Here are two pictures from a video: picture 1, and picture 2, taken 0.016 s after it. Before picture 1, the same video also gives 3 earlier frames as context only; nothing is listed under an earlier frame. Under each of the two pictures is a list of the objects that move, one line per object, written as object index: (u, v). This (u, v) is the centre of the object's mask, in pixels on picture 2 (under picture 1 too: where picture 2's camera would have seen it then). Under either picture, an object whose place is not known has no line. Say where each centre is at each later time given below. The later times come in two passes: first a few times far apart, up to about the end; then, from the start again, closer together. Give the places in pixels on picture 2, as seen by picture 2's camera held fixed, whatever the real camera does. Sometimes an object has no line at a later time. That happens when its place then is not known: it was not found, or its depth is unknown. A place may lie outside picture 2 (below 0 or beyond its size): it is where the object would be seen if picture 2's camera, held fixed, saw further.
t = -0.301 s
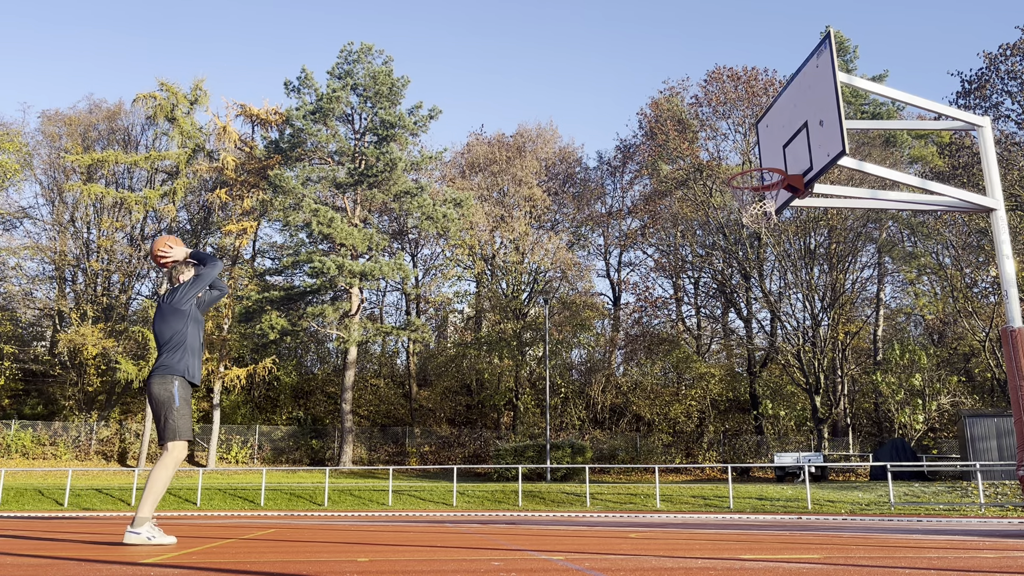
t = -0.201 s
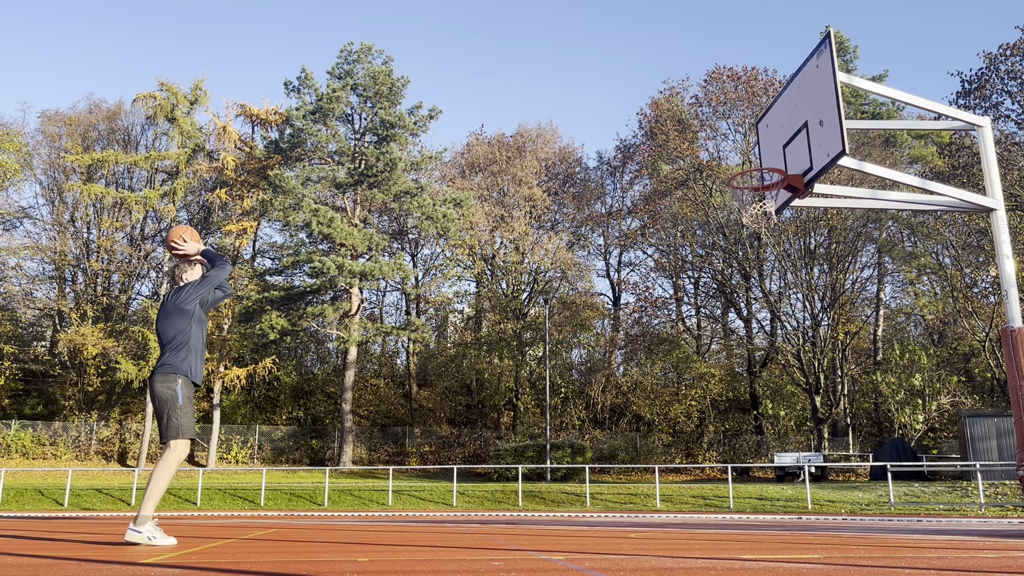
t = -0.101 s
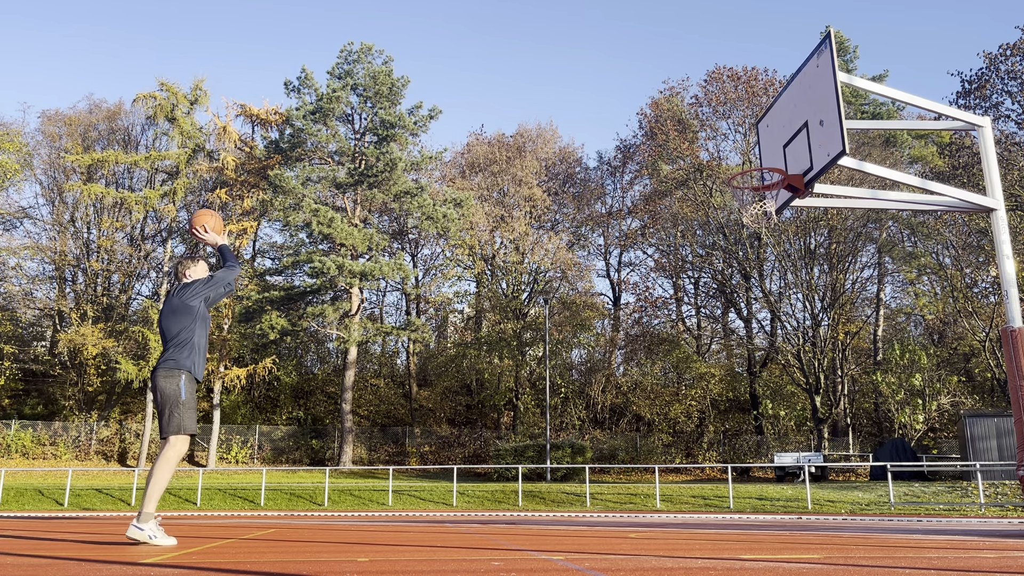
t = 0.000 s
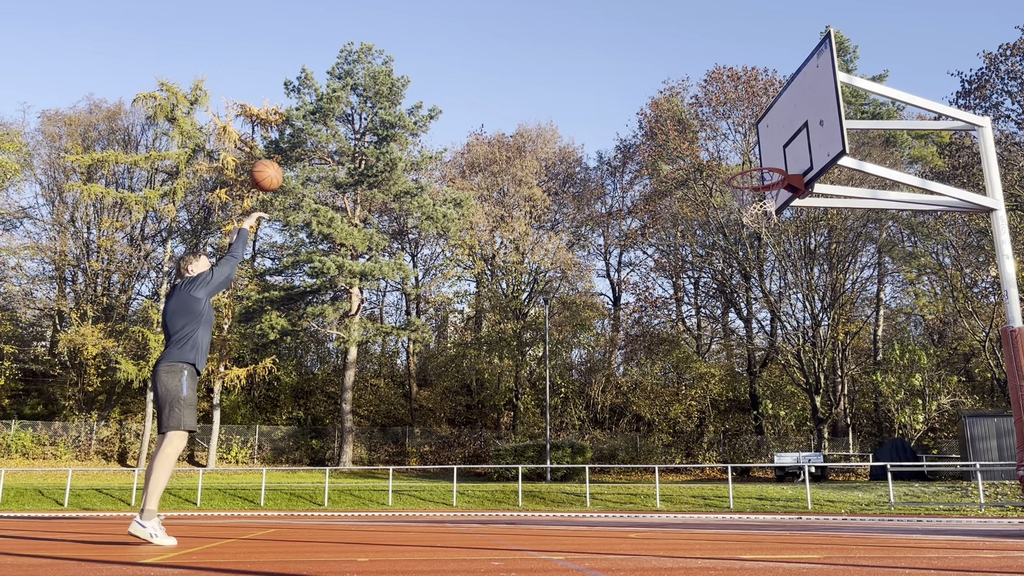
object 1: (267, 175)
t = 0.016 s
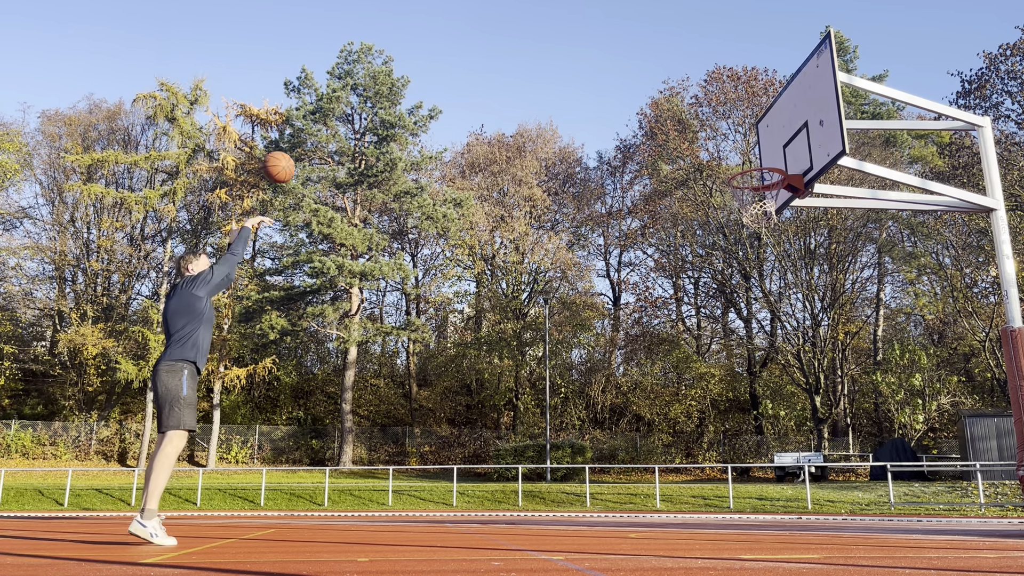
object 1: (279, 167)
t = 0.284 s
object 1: (459, 87)
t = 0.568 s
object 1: (621, 94)
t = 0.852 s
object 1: (768, 180)
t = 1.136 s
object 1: (738, 203)
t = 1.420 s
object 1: (758, 252)
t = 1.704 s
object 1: (791, 399)
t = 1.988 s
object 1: (814, 456)
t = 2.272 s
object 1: (826, 382)
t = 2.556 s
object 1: (844, 405)
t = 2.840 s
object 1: (871, 521)
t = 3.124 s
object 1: (877, 451)
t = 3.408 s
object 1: (894, 479)
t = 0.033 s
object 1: (291, 159)
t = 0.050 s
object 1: (303, 151)
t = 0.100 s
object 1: (339, 131)
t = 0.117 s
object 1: (350, 126)
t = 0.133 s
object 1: (362, 120)
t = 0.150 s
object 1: (374, 115)
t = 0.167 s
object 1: (385, 110)
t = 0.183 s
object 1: (395, 106)
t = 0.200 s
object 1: (407, 102)
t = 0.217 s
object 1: (417, 98)
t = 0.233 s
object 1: (428, 95)
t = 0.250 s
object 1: (438, 92)
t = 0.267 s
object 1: (448, 89)
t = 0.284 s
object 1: (459, 87)
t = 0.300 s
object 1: (469, 85)
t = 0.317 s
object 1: (479, 83)
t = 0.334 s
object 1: (489, 82)
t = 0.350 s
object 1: (499, 81)
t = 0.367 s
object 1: (509, 80)
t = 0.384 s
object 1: (519, 80)
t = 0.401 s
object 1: (528, 79)
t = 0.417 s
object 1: (538, 80)
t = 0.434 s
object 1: (547, 80)
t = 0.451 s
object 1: (557, 81)
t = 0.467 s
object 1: (566, 82)
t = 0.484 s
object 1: (576, 83)
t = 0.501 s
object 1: (585, 84)
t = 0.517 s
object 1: (594, 86)
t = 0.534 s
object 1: (603, 88)
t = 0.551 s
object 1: (612, 91)
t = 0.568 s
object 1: (621, 94)
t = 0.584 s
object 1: (630, 96)
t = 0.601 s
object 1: (639, 100)
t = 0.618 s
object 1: (649, 103)
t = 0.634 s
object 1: (657, 107)
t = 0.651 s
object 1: (666, 111)
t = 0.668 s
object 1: (675, 115)
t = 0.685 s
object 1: (684, 120)
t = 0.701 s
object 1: (692, 125)
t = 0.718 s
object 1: (701, 129)
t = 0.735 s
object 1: (710, 135)
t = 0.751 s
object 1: (718, 141)
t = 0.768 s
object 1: (727, 147)
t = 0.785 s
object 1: (736, 153)
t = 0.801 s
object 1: (744, 158)
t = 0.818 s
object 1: (752, 162)
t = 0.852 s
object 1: (768, 180)
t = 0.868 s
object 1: (761, 182)
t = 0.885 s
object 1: (758, 188)
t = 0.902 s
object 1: (753, 191)
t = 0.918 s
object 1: (741, 198)
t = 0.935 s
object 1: (748, 210)
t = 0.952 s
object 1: (742, 210)
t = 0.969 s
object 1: (740, 208)
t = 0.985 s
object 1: (740, 206)
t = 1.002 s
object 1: (739, 204)
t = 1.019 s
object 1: (739, 203)
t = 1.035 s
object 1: (739, 202)
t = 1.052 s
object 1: (738, 202)
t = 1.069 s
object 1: (738, 201)
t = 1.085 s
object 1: (738, 202)
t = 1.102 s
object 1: (737, 202)
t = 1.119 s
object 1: (737, 202)
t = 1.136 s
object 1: (738, 203)
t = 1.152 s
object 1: (738, 204)
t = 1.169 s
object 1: (738, 205)
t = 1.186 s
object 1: (739, 206)
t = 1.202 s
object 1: (739, 207)
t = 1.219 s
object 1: (741, 209)
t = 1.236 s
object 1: (743, 211)
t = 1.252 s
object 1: (743, 213)
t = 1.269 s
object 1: (745, 215)
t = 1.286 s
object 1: (747, 216)
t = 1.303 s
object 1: (747, 220)
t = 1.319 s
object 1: (748, 223)
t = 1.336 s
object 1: (750, 227)
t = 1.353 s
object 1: (752, 231)
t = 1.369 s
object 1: (753, 236)
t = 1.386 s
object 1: (755, 241)
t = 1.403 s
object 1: (756, 247)
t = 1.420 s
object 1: (758, 252)
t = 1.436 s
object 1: (759, 258)
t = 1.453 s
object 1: (761, 264)
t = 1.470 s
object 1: (763, 270)
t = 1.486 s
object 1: (765, 278)
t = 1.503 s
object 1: (766, 285)
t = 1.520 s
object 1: (769, 292)
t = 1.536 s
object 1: (770, 300)
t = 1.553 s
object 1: (772, 309)
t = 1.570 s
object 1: (774, 317)
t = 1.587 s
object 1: (776, 326)
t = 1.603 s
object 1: (778, 335)
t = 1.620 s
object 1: (780, 345)
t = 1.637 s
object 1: (782, 355)
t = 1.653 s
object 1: (783, 365)
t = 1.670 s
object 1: (786, 376)
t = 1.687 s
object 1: (789, 387)
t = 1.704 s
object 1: (791, 399)
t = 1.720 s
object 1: (793, 411)
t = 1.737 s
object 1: (795, 423)
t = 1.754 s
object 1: (798, 436)
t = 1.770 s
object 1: (800, 449)
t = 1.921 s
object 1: (812, 488)
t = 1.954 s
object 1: (813, 471)
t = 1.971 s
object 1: (813, 464)
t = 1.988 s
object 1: (814, 456)
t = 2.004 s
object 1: (814, 449)
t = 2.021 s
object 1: (815, 442)
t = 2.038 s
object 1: (815, 436)
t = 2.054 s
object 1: (816, 429)
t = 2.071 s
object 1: (817, 424)
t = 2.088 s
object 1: (817, 419)
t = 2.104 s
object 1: (817, 414)
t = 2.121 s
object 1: (818, 409)
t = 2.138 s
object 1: (819, 405)
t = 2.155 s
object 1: (820, 401)
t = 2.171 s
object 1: (820, 397)
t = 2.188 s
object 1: (821, 394)
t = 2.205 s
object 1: (822, 391)
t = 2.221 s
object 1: (822, 388)
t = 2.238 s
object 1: (823, 386)
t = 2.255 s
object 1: (825, 384)
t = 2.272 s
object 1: (826, 382)
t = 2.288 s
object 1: (826, 382)
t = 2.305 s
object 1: (827, 381)
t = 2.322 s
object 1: (828, 380)
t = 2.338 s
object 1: (829, 380)
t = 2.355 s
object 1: (830, 380)
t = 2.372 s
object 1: (831, 380)
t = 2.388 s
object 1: (832, 381)
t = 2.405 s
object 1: (833, 382)
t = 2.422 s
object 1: (834, 383)
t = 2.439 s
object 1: (835, 384)
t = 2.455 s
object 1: (836, 386)
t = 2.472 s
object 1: (838, 389)
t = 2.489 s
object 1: (839, 391)
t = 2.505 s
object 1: (840, 394)
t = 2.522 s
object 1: (842, 398)
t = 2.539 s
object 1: (843, 401)
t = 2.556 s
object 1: (844, 405)
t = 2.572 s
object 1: (845, 409)
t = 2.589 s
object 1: (847, 414)
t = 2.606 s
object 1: (848, 419)
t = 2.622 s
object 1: (849, 424)
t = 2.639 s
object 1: (850, 430)
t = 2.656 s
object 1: (852, 436)
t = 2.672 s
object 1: (854, 442)
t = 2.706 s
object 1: (857, 456)
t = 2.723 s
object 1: (859, 464)
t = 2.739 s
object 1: (861, 471)
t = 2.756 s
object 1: (862, 479)
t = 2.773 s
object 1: (864, 488)
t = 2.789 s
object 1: (866, 497)
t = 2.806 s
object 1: (868, 506)
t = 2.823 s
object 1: (870, 516)
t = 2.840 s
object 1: (871, 521)
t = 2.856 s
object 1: (871, 514)
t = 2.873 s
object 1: (871, 508)
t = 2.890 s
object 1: (871, 501)
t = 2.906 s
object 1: (872, 495)
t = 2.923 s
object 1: (871, 490)
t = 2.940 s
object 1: (872, 485)
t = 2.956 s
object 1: (872, 480)
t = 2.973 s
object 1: (872, 476)
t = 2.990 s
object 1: (873, 472)
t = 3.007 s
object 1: (873, 467)
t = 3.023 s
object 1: (874, 465)
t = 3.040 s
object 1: (875, 462)
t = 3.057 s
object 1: (875, 458)
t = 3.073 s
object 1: (875, 456)
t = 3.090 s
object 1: (876, 454)
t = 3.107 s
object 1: (877, 452)
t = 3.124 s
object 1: (877, 451)
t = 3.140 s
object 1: (878, 450)
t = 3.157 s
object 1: (879, 449)
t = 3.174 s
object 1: (880, 449)
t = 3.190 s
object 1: (881, 449)
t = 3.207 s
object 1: (882, 449)
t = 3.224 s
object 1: (882, 450)
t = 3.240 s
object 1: (883, 451)
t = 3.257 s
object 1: (884, 452)
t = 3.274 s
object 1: (885, 454)
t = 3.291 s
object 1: (886, 456)
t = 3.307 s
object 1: (887, 458)
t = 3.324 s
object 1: (889, 460)
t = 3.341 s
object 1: (889, 463)
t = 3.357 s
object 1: (891, 466)
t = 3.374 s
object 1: (892, 470)
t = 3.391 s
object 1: (893, 474)
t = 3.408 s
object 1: (894, 479)
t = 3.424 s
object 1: (895, 483)
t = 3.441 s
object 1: (897, 488)
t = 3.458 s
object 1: (898, 494)
